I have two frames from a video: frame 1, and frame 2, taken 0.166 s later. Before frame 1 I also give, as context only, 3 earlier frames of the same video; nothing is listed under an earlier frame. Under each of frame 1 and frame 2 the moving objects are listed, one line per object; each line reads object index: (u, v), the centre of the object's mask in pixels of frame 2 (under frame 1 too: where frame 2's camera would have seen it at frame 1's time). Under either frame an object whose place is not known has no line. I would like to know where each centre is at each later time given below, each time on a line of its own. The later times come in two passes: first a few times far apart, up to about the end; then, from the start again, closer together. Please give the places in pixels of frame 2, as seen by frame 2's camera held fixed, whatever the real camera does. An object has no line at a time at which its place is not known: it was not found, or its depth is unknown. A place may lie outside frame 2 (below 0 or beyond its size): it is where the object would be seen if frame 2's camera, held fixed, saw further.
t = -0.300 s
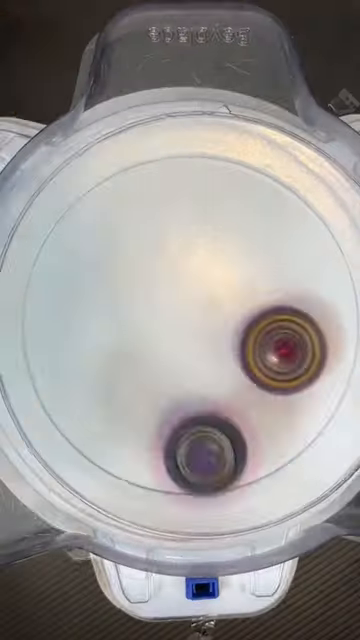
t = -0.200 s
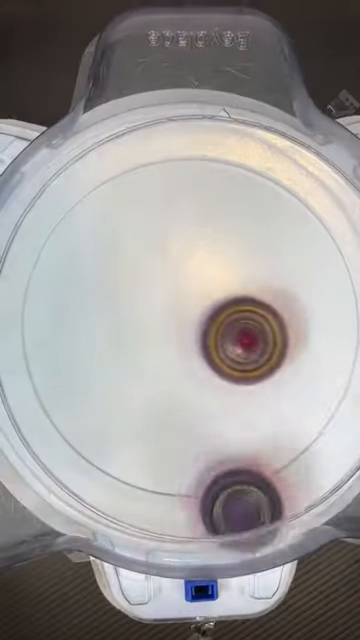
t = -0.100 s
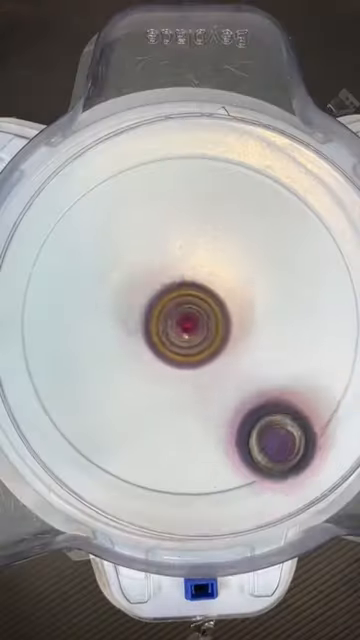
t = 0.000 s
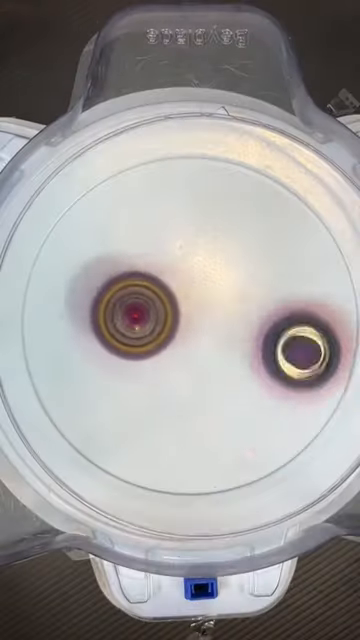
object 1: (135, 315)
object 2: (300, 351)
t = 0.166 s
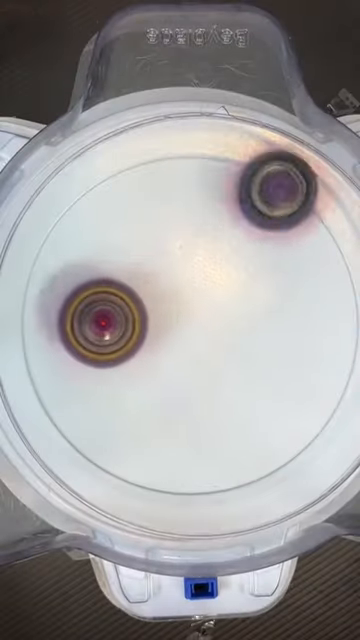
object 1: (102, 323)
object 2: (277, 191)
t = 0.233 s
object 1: (112, 333)
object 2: (216, 173)
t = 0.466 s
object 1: (183, 364)
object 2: (35, 345)
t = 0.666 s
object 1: (219, 339)
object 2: (244, 477)
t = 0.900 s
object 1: (191, 292)
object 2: (307, 215)
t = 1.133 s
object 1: (142, 305)
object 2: (63, 226)
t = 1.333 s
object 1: (157, 375)
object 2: (51, 402)
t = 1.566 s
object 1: (219, 375)
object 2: (176, 483)
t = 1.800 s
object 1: (223, 308)
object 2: (303, 384)
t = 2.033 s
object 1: (206, 215)
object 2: (227, 308)
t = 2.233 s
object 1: (187, 228)
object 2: (100, 346)
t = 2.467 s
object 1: (177, 288)
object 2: (112, 434)
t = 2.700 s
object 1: (183, 329)
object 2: (230, 409)
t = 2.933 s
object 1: (228, 275)
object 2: (222, 365)
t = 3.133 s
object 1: (245, 271)
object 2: (144, 324)
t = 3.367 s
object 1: (226, 300)
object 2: (86, 322)
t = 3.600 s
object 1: (222, 321)
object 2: (96, 329)
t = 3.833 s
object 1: (231, 337)
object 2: (140, 321)
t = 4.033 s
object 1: (252, 377)
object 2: (172, 303)
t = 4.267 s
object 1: (232, 372)
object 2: (216, 278)
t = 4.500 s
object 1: (218, 353)
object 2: (239, 270)
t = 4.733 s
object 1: (196, 357)
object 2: (248, 290)
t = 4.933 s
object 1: (173, 364)
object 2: (251, 334)
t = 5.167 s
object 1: (159, 355)
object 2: (247, 387)
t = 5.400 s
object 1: (156, 329)
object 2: (213, 401)
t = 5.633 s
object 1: (114, 314)
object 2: (163, 396)
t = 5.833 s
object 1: (111, 284)
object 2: (138, 384)
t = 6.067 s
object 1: (121, 275)
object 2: (141, 350)
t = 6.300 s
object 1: (174, 271)
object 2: (141, 340)
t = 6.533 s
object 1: (218, 305)
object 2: (148, 338)
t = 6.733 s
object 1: (234, 307)
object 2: (154, 323)
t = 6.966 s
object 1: (238, 307)
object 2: (160, 298)
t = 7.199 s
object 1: (232, 318)
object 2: (164, 287)
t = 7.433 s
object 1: (225, 346)
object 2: (169, 285)
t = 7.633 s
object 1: (217, 370)
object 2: (182, 301)
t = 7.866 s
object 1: (216, 372)
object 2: (184, 301)
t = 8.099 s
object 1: (217, 366)
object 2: (183, 300)
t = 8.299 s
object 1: (217, 365)
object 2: (183, 300)
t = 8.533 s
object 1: (217, 365)
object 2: (183, 300)
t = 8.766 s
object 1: (217, 365)
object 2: (183, 300)
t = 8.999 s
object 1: (217, 365)
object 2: (183, 300)
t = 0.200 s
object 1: (106, 328)
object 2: (250, 176)
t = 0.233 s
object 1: (112, 333)
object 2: (216, 173)
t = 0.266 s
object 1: (119, 339)
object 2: (180, 177)
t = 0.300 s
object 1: (128, 345)
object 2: (142, 187)
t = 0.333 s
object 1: (139, 351)
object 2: (105, 204)
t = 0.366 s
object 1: (149, 356)
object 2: (70, 228)
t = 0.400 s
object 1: (161, 360)
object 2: (42, 260)
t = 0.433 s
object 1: (172, 363)
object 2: (35, 300)
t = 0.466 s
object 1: (183, 364)
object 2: (35, 345)
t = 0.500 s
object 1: (193, 364)
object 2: (43, 391)
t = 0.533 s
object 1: (201, 361)
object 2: (69, 430)
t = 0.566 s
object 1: (208, 358)
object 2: (106, 462)
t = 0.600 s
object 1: (214, 352)
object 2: (149, 482)
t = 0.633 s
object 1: (217, 346)
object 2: (197, 486)
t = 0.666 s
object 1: (219, 339)
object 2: (244, 477)
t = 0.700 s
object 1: (219, 331)
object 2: (286, 453)
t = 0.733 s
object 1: (218, 324)
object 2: (319, 419)
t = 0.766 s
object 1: (215, 316)
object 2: (333, 377)
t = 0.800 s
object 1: (211, 309)
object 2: (337, 331)
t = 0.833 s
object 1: (205, 302)
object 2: (336, 288)
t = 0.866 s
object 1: (199, 296)
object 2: (327, 249)
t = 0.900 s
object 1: (191, 292)
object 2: (307, 215)
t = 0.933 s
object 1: (183, 289)
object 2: (275, 190)
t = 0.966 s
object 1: (175, 287)
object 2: (239, 171)
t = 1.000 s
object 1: (167, 287)
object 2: (199, 165)
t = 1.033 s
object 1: (160, 288)
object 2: (160, 168)
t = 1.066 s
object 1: (153, 291)
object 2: (123, 181)
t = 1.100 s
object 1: (147, 297)
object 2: (89, 199)
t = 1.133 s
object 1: (142, 305)
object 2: (63, 226)
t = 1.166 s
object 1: (139, 315)
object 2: (45, 257)
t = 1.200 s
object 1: (138, 327)
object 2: (34, 287)
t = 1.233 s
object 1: (138, 339)
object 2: (32, 322)
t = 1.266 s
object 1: (142, 352)
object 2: (34, 351)
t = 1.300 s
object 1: (148, 364)
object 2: (40, 378)
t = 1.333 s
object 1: (157, 375)
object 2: (51, 402)
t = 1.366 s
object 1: (168, 384)
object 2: (63, 422)
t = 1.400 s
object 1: (179, 389)
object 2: (77, 437)
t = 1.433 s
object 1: (189, 392)
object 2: (93, 453)
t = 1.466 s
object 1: (198, 391)
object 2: (111, 465)
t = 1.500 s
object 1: (206, 387)
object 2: (131, 473)
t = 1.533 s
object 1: (214, 382)
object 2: (152, 479)
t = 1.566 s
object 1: (219, 375)
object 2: (176, 483)
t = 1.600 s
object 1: (223, 367)
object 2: (200, 480)
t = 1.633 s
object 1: (226, 359)
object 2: (225, 473)
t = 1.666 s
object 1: (227, 350)
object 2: (247, 460)
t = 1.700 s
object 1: (227, 340)
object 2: (267, 445)
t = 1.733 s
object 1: (227, 329)
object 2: (283, 426)
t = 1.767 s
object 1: (226, 319)
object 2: (295, 406)
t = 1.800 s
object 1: (223, 308)
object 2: (303, 384)
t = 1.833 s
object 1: (220, 298)
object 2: (306, 364)
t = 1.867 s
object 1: (217, 285)
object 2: (303, 346)
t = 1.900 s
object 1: (215, 269)
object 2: (294, 334)
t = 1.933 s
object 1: (213, 252)
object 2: (282, 326)
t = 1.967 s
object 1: (213, 237)
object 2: (267, 319)
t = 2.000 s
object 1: (210, 225)
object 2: (248, 312)
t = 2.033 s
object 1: (206, 215)
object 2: (227, 308)
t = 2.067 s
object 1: (201, 211)
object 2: (204, 305)
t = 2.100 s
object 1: (196, 210)
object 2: (180, 306)
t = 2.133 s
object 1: (193, 213)
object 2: (156, 312)
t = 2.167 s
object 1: (190, 216)
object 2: (134, 321)
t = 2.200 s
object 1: (188, 221)
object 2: (115, 332)
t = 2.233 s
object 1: (187, 228)
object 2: (100, 346)
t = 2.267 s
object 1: (185, 235)
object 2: (89, 361)
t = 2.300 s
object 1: (183, 244)
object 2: (84, 376)
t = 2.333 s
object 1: (181, 252)
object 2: (83, 390)
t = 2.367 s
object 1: (180, 261)
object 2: (86, 403)
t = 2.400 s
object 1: (178, 270)
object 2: (93, 415)
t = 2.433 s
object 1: (178, 279)
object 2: (101, 426)
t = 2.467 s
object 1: (177, 288)
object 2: (112, 434)
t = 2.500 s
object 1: (176, 297)
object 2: (125, 441)
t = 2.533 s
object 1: (177, 305)
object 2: (141, 445)
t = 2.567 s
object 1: (176, 312)
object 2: (159, 445)
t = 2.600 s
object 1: (177, 319)
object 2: (179, 441)
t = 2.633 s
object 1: (177, 325)
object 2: (198, 433)
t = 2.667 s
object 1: (178, 330)
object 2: (217, 421)
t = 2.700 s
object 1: (183, 329)
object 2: (230, 409)
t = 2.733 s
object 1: (190, 321)
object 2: (237, 403)
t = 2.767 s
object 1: (197, 310)
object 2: (239, 399)
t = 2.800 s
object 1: (205, 299)
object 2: (238, 396)
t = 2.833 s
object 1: (212, 290)
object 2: (237, 390)
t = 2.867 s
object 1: (218, 284)
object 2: (235, 382)
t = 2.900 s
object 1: (222, 279)
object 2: (230, 373)
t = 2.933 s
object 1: (228, 275)
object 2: (222, 365)
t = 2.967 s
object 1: (235, 270)
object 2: (211, 359)
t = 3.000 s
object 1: (242, 266)
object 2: (197, 353)
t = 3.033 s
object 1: (246, 266)
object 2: (184, 345)
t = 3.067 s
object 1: (247, 266)
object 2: (171, 337)
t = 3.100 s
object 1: (247, 268)
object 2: (157, 330)
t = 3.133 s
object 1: (245, 271)
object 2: (144, 324)
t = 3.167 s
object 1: (243, 274)
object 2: (130, 320)
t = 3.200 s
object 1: (240, 278)
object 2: (118, 318)
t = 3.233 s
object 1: (237, 282)
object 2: (108, 317)
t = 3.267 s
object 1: (234, 286)
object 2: (99, 318)
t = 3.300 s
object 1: (231, 291)
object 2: (93, 320)
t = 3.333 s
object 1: (228, 296)
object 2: (89, 321)
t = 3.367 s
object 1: (226, 300)
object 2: (86, 322)
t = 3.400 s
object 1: (224, 305)
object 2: (84, 323)
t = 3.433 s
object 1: (223, 309)
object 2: (83, 324)
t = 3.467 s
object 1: (222, 313)
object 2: (83, 325)
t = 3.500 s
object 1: (222, 316)
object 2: (85, 327)
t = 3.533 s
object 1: (222, 318)
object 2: (88, 328)
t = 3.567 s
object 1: (222, 320)
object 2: (92, 329)
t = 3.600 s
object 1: (222, 321)
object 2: (96, 329)
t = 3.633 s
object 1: (222, 323)
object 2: (101, 329)
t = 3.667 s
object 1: (222, 324)
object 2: (106, 330)
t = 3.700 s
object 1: (222, 325)
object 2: (113, 330)
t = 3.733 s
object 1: (221, 325)
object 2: (121, 331)
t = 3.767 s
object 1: (221, 325)
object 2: (131, 331)
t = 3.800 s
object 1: (224, 328)
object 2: (138, 328)
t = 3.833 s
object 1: (231, 337)
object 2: (140, 321)
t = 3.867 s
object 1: (236, 348)
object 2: (142, 316)
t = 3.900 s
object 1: (242, 359)
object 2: (147, 313)
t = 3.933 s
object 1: (246, 367)
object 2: (153, 310)
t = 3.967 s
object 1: (249, 373)
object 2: (158, 307)
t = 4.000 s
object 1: (251, 376)
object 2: (165, 305)
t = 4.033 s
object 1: (252, 377)
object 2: (172, 303)
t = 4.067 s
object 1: (251, 376)
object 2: (178, 300)
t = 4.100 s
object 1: (249, 375)
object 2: (184, 298)
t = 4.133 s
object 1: (247, 372)
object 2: (191, 296)
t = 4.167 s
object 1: (244, 369)
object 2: (197, 294)
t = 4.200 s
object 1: (240, 368)
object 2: (203, 289)
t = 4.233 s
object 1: (236, 370)
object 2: (210, 282)
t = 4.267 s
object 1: (232, 372)
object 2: (216, 278)
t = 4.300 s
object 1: (229, 372)
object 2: (221, 274)
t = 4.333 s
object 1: (227, 371)
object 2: (225, 272)
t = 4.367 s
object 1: (224, 368)
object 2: (229, 270)
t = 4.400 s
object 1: (222, 365)
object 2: (232, 270)
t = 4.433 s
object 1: (221, 361)
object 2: (234, 270)
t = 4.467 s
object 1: (220, 356)
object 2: (236, 270)
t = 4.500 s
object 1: (218, 353)
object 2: (239, 270)
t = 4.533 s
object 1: (212, 353)
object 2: (243, 271)
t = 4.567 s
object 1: (207, 354)
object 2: (245, 272)
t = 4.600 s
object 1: (203, 355)
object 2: (247, 275)
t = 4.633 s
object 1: (199, 355)
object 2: (248, 278)
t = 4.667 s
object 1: (197, 357)
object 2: (249, 282)
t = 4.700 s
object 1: (197, 357)
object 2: (249, 286)
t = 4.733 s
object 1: (196, 357)
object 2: (248, 290)
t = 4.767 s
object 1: (192, 358)
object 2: (250, 297)
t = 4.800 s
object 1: (187, 360)
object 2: (250, 302)
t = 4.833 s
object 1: (182, 361)
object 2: (250, 310)
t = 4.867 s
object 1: (178, 362)
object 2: (251, 318)
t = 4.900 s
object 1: (176, 364)
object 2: (251, 326)
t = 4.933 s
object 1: (173, 364)
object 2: (251, 334)
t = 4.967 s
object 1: (172, 364)
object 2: (250, 343)
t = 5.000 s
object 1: (168, 363)
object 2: (252, 352)
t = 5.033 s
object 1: (164, 361)
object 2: (252, 361)
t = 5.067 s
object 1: (161, 360)
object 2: (252, 369)
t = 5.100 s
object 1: (159, 358)
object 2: (251, 377)
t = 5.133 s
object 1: (158, 357)
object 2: (250, 382)
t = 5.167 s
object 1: (159, 355)
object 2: (247, 387)
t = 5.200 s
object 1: (160, 354)
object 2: (244, 390)
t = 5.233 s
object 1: (161, 354)
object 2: (240, 392)
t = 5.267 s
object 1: (164, 353)
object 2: (237, 394)
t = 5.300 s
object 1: (166, 350)
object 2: (232, 395)
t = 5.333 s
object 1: (163, 343)
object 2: (227, 399)
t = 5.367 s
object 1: (161, 335)
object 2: (220, 401)
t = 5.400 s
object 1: (156, 329)
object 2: (213, 401)
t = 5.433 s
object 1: (152, 323)
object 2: (205, 403)
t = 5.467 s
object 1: (146, 318)
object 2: (198, 404)
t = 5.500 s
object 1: (138, 315)
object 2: (191, 404)
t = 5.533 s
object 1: (132, 313)
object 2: (183, 403)
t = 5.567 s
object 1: (124, 313)
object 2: (176, 402)
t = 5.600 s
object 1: (118, 313)
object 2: (169, 399)
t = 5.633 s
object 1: (114, 314)
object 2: (163, 396)
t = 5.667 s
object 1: (111, 314)
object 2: (157, 393)
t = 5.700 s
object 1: (111, 314)
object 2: (150, 388)
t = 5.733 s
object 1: (113, 313)
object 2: (145, 385)
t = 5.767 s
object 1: (112, 301)
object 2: (142, 388)
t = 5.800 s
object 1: (112, 292)
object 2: (139, 387)
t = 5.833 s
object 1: (111, 284)
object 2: (138, 384)
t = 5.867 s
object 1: (110, 280)
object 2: (138, 382)
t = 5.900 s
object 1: (109, 279)
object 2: (137, 377)
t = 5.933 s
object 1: (108, 279)
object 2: (137, 371)
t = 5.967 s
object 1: (109, 281)
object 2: (137, 364)
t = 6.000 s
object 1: (112, 282)
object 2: (138, 357)
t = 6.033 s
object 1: (116, 279)
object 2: (140, 353)
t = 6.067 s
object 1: (121, 275)
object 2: (141, 350)
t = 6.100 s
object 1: (127, 272)
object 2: (141, 349)
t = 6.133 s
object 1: (134, 270)
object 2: (141, 347)
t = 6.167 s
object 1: (142, 267)
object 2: (141, 346)
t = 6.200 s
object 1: (149, 267)
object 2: (142, 345)
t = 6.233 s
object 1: (157, 268)
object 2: (141, 344)
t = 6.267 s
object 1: (166, 269)
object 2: (141, 343)
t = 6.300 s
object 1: (174, 271)
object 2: (141, 340)
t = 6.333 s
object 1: (184, 275)
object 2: (143, 340)
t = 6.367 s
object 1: (192, 279)
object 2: (144, 339)
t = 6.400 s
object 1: (198, 285)
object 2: (145, 339)
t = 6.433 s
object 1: (204, 290)
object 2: (145, 339)
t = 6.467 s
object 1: (210, 295)
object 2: (145, 338)
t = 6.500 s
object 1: (214, 300)
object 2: (146, 338)
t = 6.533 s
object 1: (218, 305)
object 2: (148, 338)
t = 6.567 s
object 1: (221, 308)
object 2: (149, 336)
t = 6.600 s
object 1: (224, 311)
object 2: (151, 334)
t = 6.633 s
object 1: (227, 311)
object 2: (152, 332)
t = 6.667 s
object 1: (231, 311)
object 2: (152, 330)
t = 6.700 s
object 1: (234, 309)
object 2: (153, 326)
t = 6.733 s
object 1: (234, 307)
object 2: (154, 323)
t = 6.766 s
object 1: (235, 306)
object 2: (154, 319)
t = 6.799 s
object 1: (235, 305)
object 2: (155, 316)
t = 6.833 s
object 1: (234, 305)
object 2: (156, 314)
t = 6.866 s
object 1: (236, 307)
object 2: (157, 310)
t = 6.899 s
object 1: (237, 308)
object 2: (158, 305)
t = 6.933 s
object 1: (238, 308)
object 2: (159, 302)
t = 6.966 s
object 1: (238, 307)
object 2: (160, 298)
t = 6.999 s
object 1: (238, 308)
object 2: (161, 295)
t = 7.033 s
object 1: (237, 309)
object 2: (161, 292)
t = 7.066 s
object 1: (236, 310)
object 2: (161, 290)
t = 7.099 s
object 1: (235, 312)
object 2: (161, 289)
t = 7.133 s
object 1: (234, 314)
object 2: (162, 289)
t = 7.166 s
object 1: (233, 316)
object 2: (163, 288)
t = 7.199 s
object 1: (232, 318)
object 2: (164, 287)
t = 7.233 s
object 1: (231, 320)
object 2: (165, 286)
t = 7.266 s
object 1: (229, 322)
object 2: (166, 285)
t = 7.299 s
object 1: (228, 326)
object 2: (166, 284)
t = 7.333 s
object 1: (227, 331)
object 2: (167, 283)
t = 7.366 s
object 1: (227, 336)
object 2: (167, 283)
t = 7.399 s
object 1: (226, 341)
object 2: (168, 284)
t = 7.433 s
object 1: (225, 346)
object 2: (169, 285)
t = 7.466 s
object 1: (224, 351)
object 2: (171, 287)
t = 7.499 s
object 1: (222, 356)
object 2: (173, 289)
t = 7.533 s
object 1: (221, 360)
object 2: (174, 292)
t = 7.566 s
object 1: (220, 364)
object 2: (176, 296)
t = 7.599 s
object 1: (218, 367)
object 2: (179, 300)
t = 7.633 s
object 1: (217, 370)
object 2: (182, 301)
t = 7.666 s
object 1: (216, 372)
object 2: (184, 301)
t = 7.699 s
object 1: (215, 373)
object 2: (184, 301)
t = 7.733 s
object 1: (215, 374)
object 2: (185, 301)
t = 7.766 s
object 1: (215, 374)
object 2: (185, 302)
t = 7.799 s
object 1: (215, 374)
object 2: (185, 302)
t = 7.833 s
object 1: (215, 374)
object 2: (185, 302)
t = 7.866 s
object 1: (216, 372)
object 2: (184, 301)
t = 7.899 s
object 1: (216, 371)
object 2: (185, 301)
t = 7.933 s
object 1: (217, 369)
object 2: (184, 301)
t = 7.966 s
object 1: (217, 368)
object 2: (183, 300)
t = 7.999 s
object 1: (217, 367)
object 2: (183, 300)
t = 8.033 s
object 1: (217, 367)
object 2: (183, 300)
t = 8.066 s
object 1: (216, 367)
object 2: (183, 300)
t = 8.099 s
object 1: (217, 366)
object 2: (183, 300)
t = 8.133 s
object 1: (217, 365)
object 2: (183, 299)
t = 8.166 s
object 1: (217, 365)
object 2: (183, 299)
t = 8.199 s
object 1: (217, 365)
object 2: (183, 299)
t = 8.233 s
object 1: (217, 365)
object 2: (183, 299)
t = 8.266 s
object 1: (217, 365)
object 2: (183, 300)
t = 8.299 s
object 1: (217, 365)
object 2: (183, 300)
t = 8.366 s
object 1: (217, 365)
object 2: (183, 300)
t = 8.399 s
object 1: (217, 365)
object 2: (183, 300)
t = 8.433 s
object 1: (217, 365)
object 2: (183, 300)
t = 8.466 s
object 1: (217, 365)
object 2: (183, 300)
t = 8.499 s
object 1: (217, 365)
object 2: (183, 300)
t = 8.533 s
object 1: (217, 365)
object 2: (183, 300)
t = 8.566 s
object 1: (217, 365)
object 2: (183, 300)
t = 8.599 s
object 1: (217, 365)
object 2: (183, 300)
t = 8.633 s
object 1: (217, 365)
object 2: (183, 300)
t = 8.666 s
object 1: (217, 365)
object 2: (183, 300)
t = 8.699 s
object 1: (217, 365)
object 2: (183, 300)
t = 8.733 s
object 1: (217, 365)
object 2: (183, 300)
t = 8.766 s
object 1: (217, 365)
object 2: (183, 300)
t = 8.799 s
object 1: (217, 365)
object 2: (183, 300)
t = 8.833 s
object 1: (217, 365)
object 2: (183, 300)
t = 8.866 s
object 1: (217, 365)
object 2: (183, 300)
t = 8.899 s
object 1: (217, 365)
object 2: (183, 300)
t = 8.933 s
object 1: (217, 365)
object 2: (183, 300)
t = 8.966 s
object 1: (217, 365)
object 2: (183, 300)
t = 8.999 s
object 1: (217, 365)
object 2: (183, 300)
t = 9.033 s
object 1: (217, 365)
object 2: (183, 300)
